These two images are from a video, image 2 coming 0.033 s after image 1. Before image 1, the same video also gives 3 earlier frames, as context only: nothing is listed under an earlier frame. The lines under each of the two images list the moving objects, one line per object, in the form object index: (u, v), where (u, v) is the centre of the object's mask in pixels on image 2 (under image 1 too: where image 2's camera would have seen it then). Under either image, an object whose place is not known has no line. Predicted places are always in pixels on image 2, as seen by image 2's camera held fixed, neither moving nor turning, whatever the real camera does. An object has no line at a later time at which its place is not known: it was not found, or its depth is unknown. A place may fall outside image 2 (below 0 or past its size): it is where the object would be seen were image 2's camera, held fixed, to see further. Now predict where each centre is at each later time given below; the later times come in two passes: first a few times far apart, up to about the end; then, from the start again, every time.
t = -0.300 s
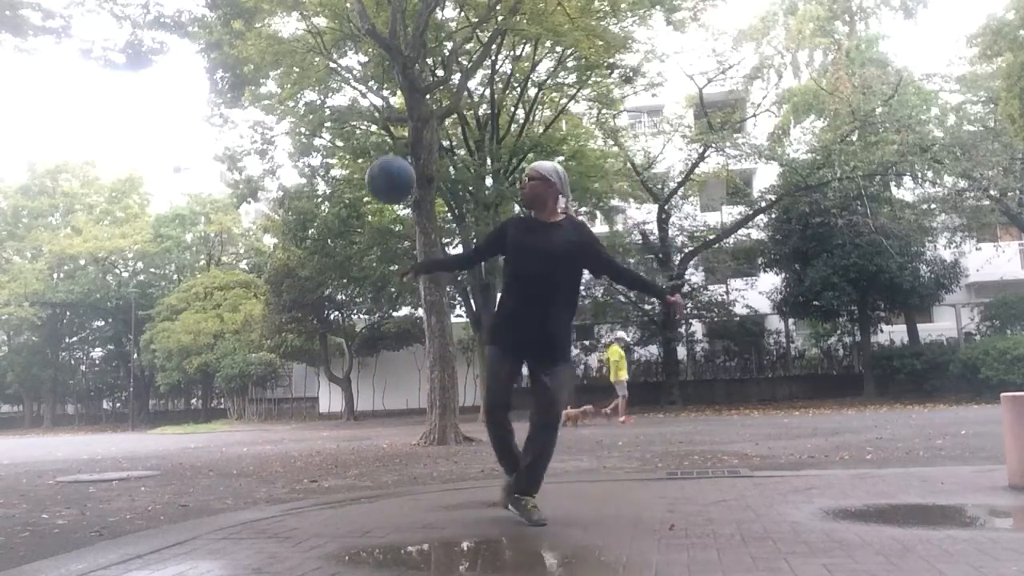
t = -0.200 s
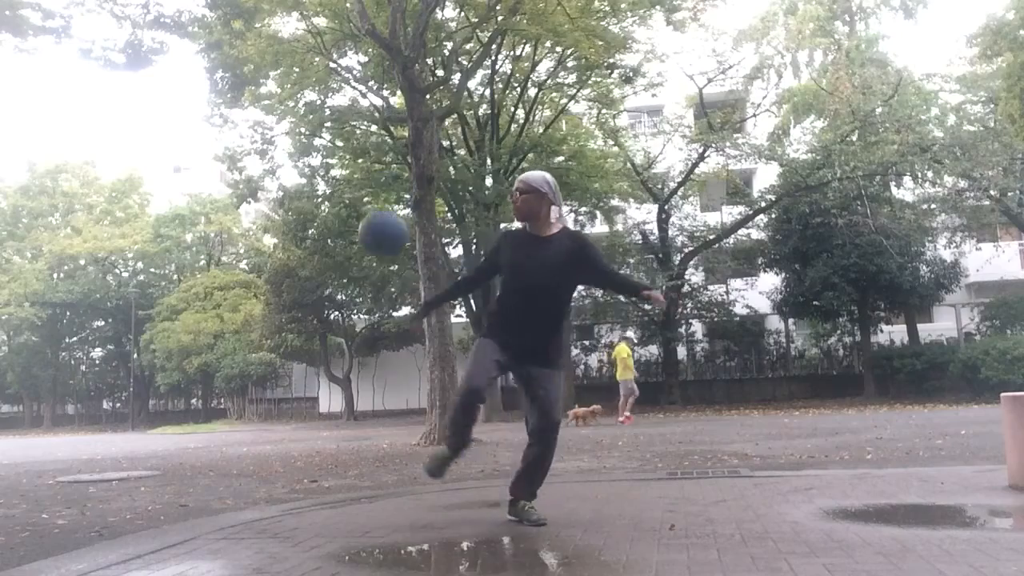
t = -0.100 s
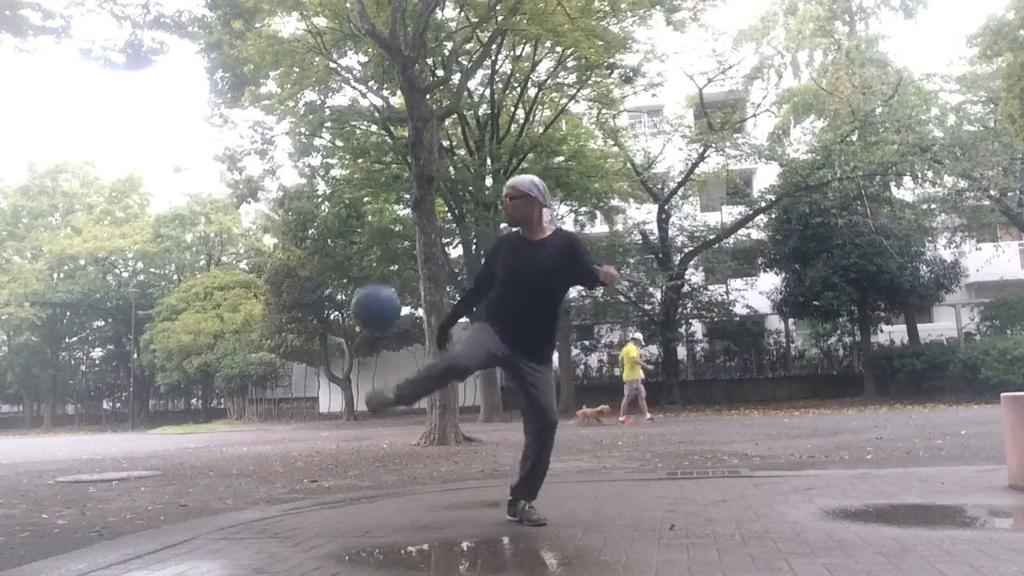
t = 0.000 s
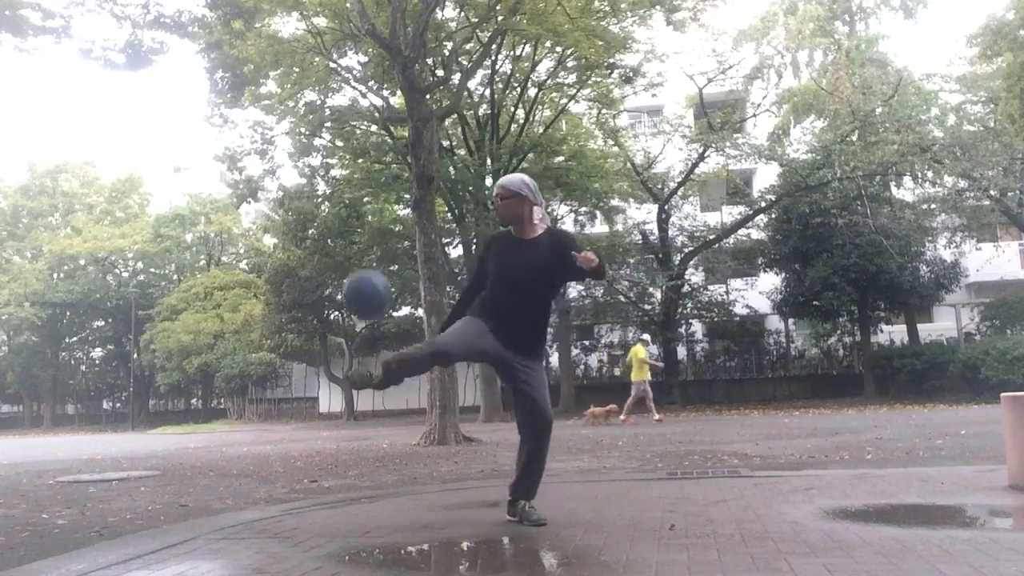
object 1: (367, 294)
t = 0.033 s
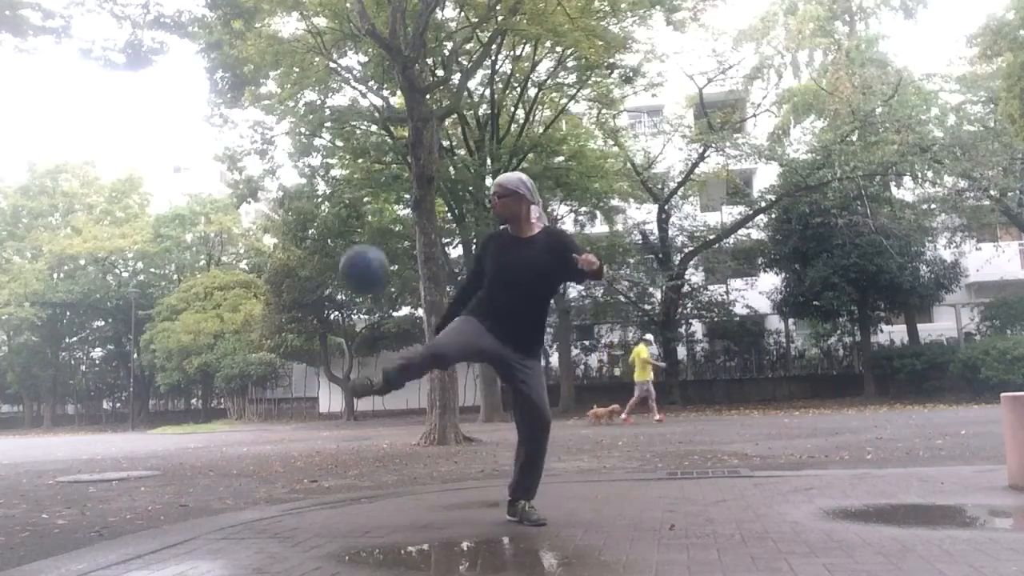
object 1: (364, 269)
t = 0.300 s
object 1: (343, 170)
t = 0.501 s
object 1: (329, 191)
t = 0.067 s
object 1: (361, 247)
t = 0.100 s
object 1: (358, 230)
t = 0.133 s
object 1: (356, 213)
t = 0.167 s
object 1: (354, 199)
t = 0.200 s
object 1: (351, 189)
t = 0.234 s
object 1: (348, 180)
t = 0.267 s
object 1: (346, 174)
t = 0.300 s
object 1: (343, 170)
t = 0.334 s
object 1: (341, 168)
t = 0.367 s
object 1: (338, 168)
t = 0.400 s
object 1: (336, 171)
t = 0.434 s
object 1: (334, 176)
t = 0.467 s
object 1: (331, 182)
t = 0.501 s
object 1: (329, 191)
